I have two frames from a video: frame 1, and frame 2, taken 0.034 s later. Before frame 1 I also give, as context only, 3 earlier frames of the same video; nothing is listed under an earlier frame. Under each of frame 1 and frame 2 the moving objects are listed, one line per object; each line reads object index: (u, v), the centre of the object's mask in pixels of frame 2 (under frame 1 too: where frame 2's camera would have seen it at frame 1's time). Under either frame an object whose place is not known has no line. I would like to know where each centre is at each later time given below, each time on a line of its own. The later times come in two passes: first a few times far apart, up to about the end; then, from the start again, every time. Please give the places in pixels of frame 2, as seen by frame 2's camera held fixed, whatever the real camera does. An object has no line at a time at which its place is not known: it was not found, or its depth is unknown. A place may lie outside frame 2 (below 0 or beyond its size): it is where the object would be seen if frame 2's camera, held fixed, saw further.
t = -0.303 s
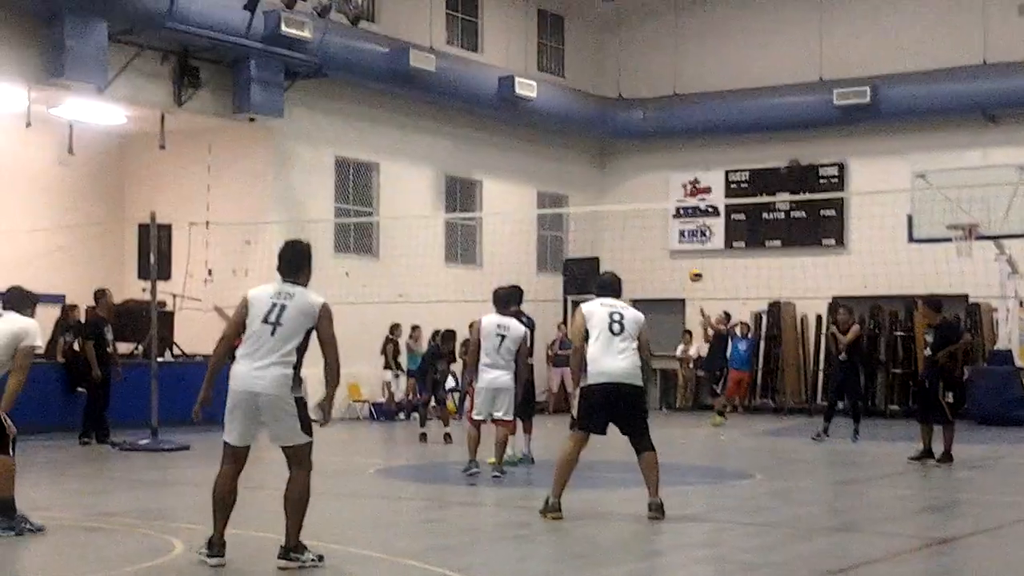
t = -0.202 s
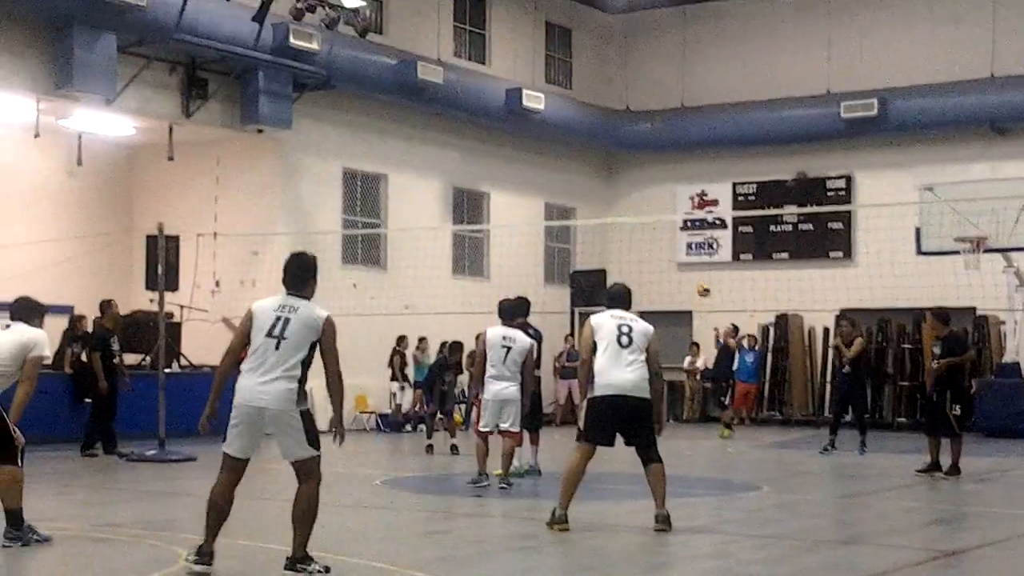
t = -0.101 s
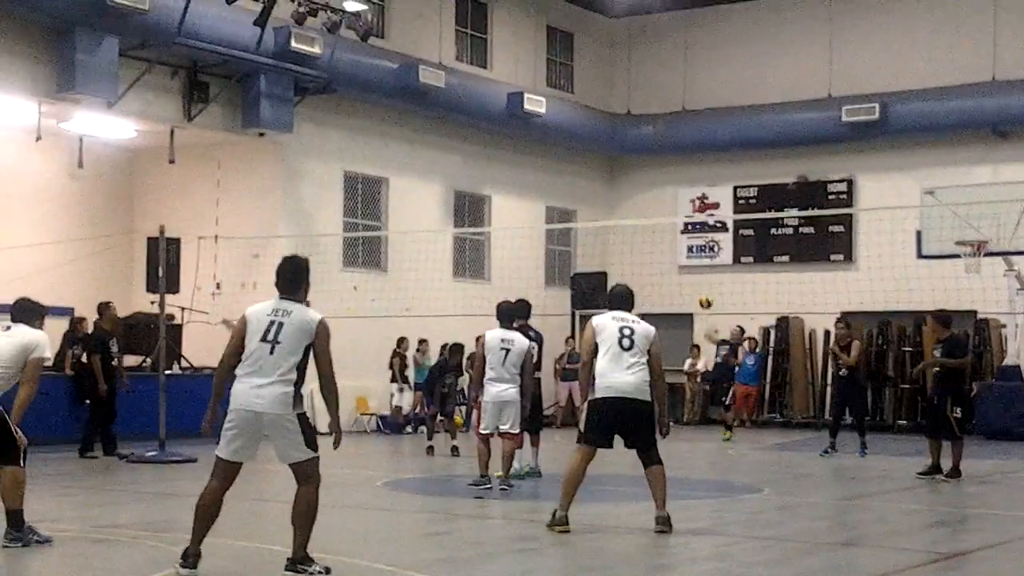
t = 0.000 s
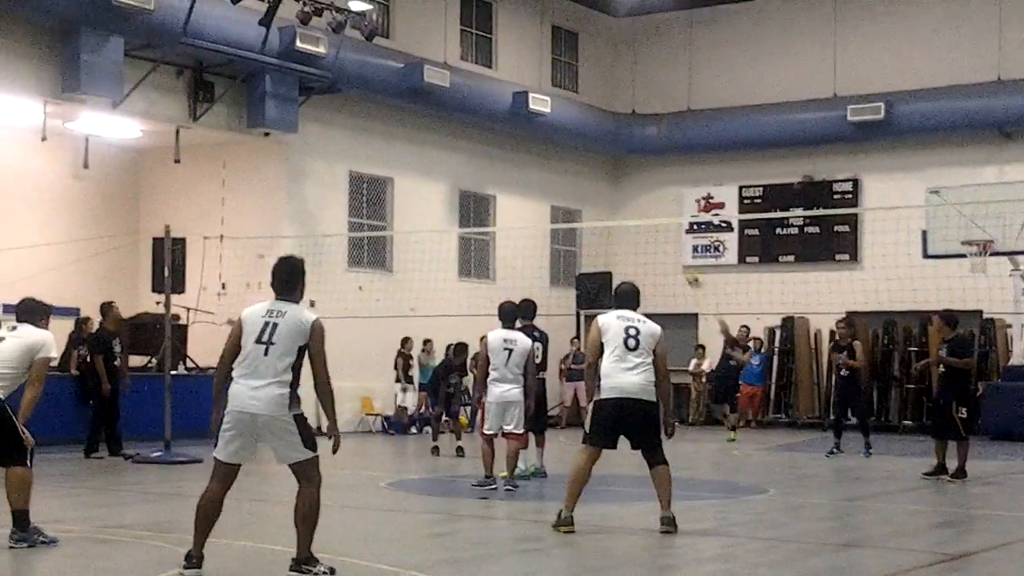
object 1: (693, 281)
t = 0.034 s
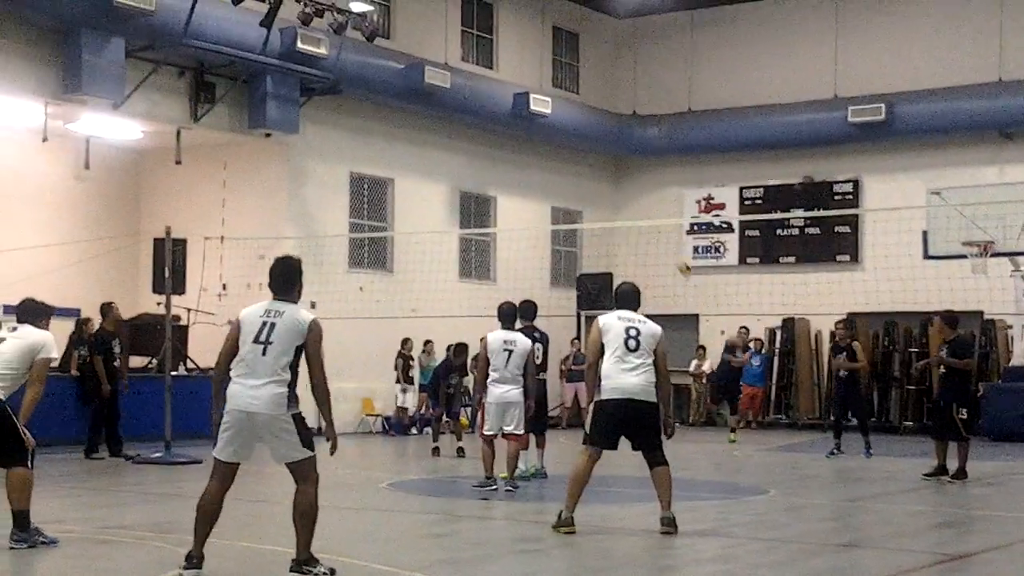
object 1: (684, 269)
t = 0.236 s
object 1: (616, 190)
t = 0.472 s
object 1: (516, 129)
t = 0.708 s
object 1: (388, 97)
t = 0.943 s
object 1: (207, 132)
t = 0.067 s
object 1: (674, 253)
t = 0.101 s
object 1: (665, 241)
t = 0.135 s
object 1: (654, 229)
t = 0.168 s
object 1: (642, 214)
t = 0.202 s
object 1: (629, 204)
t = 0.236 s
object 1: (616, 190)
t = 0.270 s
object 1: (603, 179)
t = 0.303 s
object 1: (591, 169)
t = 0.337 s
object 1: (576, 161)
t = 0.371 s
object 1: (562, 152)
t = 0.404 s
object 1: (546, 144)
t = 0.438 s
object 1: (531, 136)
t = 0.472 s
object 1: (516, 129)
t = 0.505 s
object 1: (499, 122)
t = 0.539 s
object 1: (483, 116)
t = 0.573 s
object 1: (466, 111)
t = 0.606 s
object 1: (447, 106)
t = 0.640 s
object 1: (428, 102)
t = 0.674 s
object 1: (408, 98)
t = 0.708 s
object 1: (388, 97)
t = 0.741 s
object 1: (363, 99)
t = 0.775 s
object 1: (341, 100)
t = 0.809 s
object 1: (316, 104)
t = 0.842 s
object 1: (290, 108)
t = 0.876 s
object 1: (262, 116)
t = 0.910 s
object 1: (236, 122)
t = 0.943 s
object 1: (207, 132)
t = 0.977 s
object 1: (176, 143)
